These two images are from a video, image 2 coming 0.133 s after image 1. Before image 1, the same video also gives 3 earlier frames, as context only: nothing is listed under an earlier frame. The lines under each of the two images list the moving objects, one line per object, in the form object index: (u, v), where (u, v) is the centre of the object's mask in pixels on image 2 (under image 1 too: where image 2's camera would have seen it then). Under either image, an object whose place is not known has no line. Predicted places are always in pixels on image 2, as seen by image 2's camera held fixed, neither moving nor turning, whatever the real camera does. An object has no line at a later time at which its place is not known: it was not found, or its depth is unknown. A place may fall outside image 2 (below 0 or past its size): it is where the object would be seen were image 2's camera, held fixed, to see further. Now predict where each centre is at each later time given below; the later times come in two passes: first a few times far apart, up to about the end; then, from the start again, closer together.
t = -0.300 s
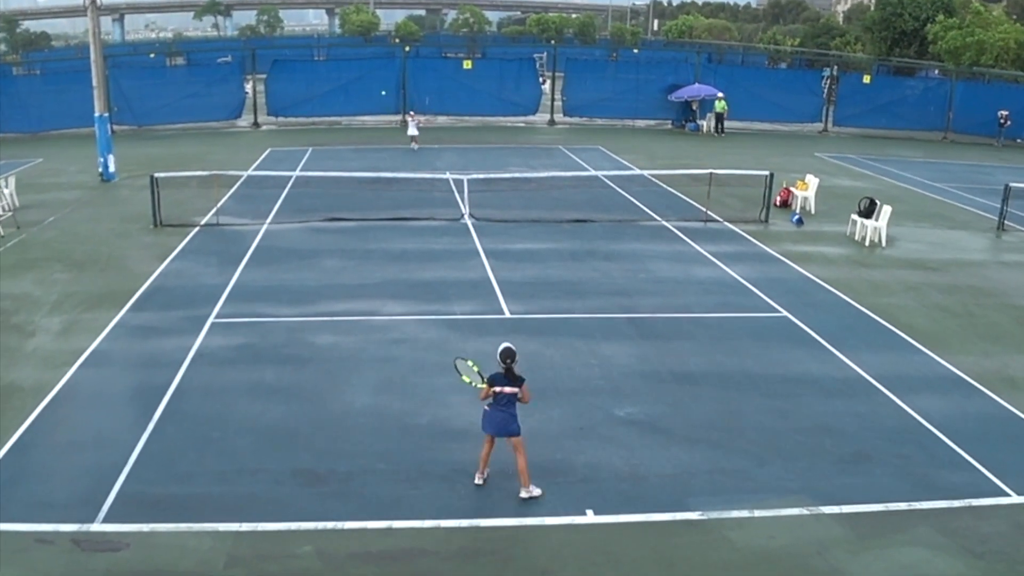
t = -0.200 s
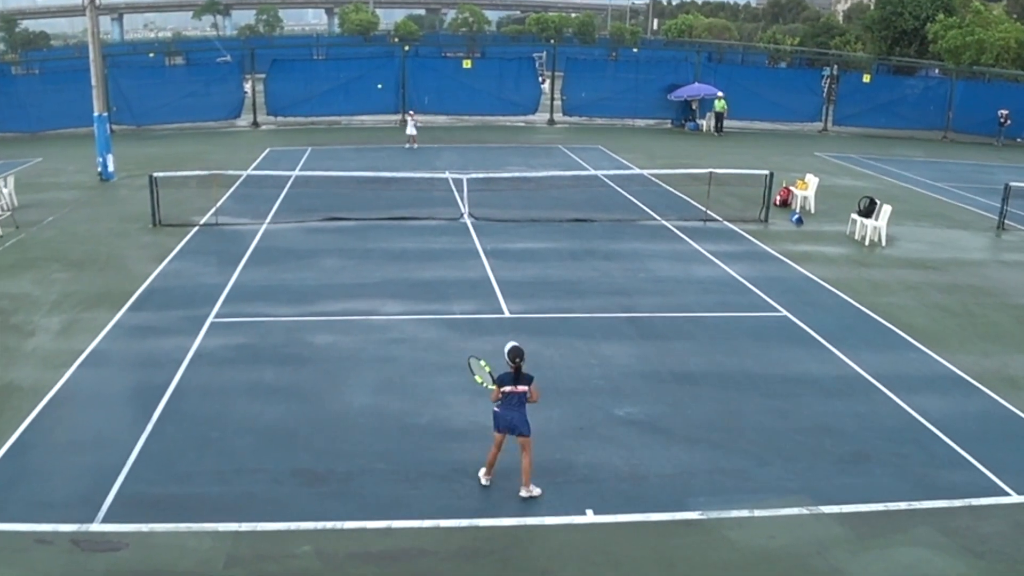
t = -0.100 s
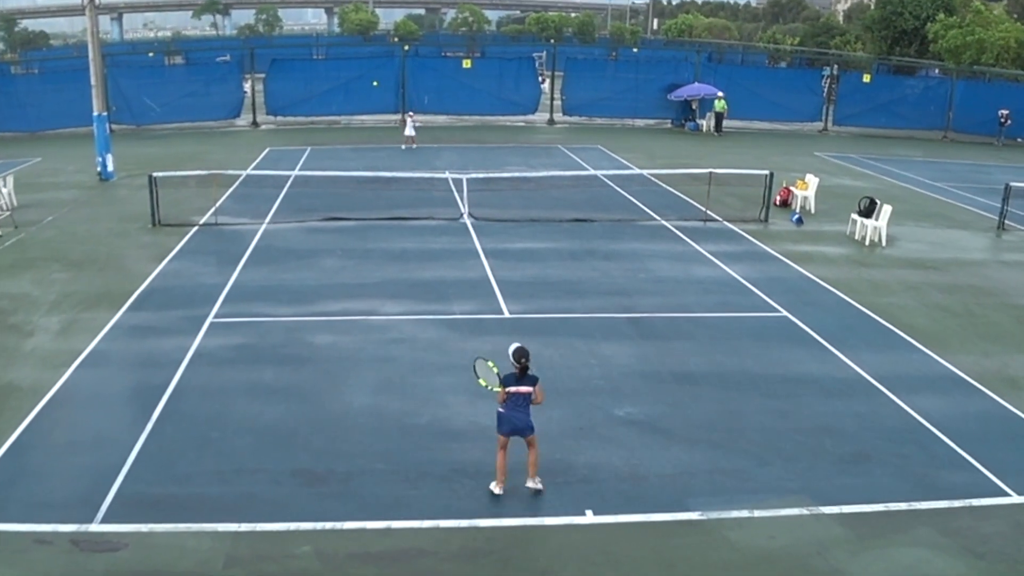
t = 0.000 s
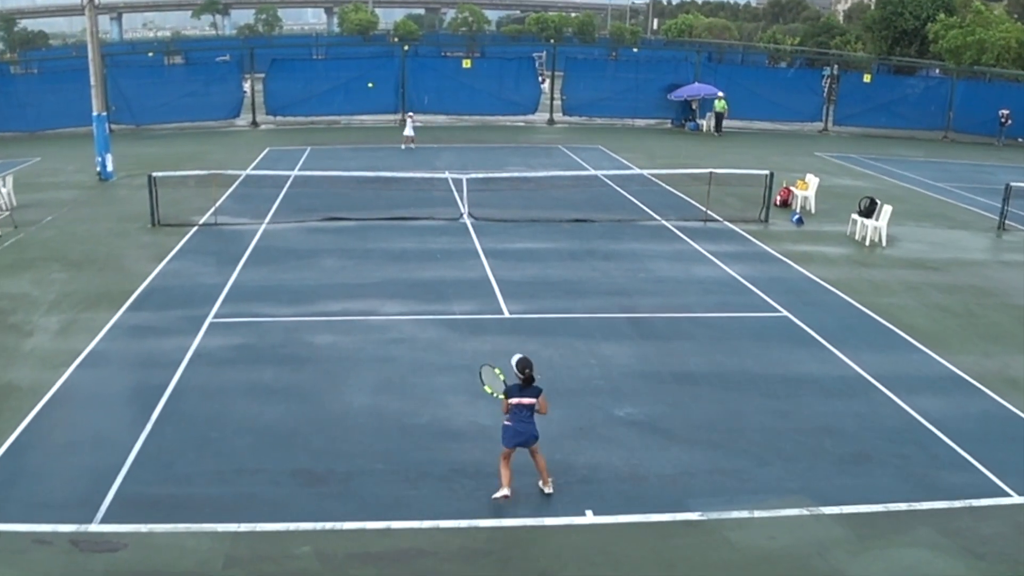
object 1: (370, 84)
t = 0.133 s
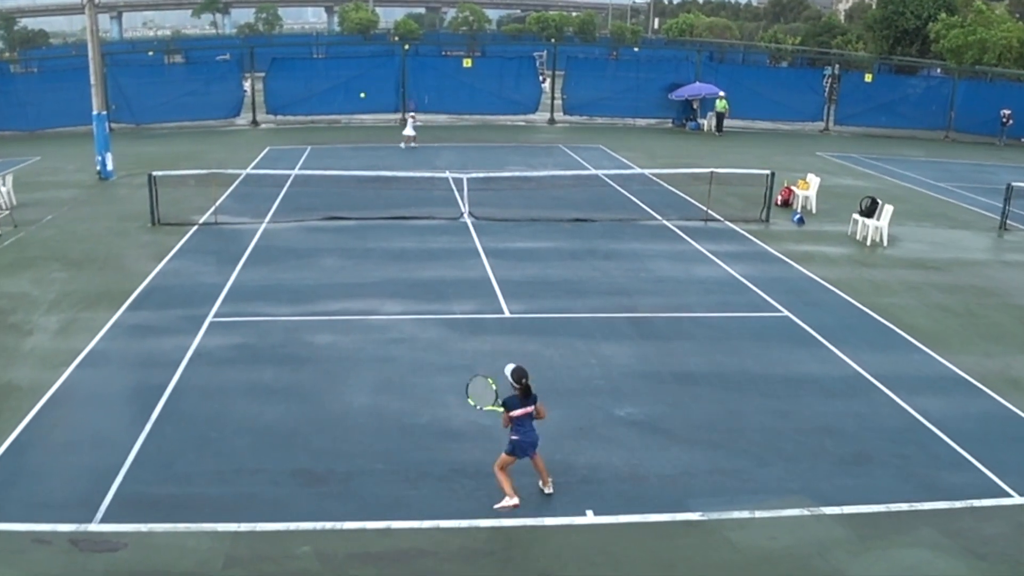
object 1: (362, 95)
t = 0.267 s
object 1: (351, 119)
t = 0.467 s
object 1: (332, 187)
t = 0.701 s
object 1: (300, 344)
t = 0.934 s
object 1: (269, 377)
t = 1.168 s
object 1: (232, 378)
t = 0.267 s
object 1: (351, 119)
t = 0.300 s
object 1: (349, 127)
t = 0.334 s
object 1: (346, 137)
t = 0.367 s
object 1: (342, 147)
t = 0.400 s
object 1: (339, 158)
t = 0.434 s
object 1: (336, 171)
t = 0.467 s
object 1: (332, 187)
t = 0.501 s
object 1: (327, 203)
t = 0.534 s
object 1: (323, 221)
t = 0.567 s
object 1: (319, 242)
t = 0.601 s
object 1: (314, 264)
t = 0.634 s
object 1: (310, 289)
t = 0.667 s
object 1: (305, 315)
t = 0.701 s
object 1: (300, 344)
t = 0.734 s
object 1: (295, 377)
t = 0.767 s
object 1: (289, 410)
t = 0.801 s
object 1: (285, 402)
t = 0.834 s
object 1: (282, 394)
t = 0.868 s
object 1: (277, 388)
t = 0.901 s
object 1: (273, 382)
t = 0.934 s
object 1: (269, 377)
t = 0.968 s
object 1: (265, 374)
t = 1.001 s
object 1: (260, 371)
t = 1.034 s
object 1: (255, 369)
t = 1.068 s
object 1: (250, 369)
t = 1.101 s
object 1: (244, 371)
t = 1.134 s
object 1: (238, 373)
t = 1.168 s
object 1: (232, 378)
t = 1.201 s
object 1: (226, 384)
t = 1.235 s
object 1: (220, 392)
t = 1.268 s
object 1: (213, 403)
